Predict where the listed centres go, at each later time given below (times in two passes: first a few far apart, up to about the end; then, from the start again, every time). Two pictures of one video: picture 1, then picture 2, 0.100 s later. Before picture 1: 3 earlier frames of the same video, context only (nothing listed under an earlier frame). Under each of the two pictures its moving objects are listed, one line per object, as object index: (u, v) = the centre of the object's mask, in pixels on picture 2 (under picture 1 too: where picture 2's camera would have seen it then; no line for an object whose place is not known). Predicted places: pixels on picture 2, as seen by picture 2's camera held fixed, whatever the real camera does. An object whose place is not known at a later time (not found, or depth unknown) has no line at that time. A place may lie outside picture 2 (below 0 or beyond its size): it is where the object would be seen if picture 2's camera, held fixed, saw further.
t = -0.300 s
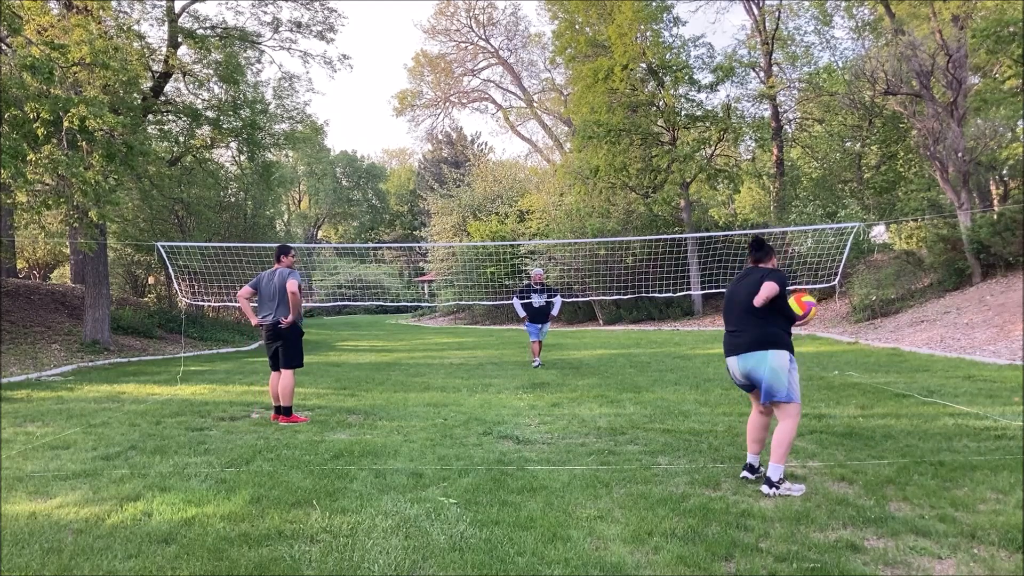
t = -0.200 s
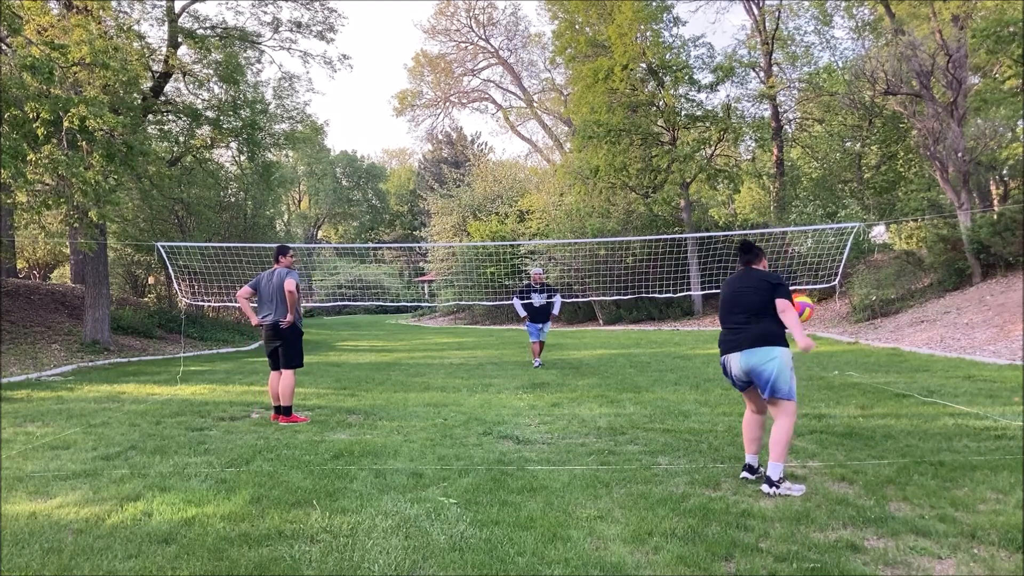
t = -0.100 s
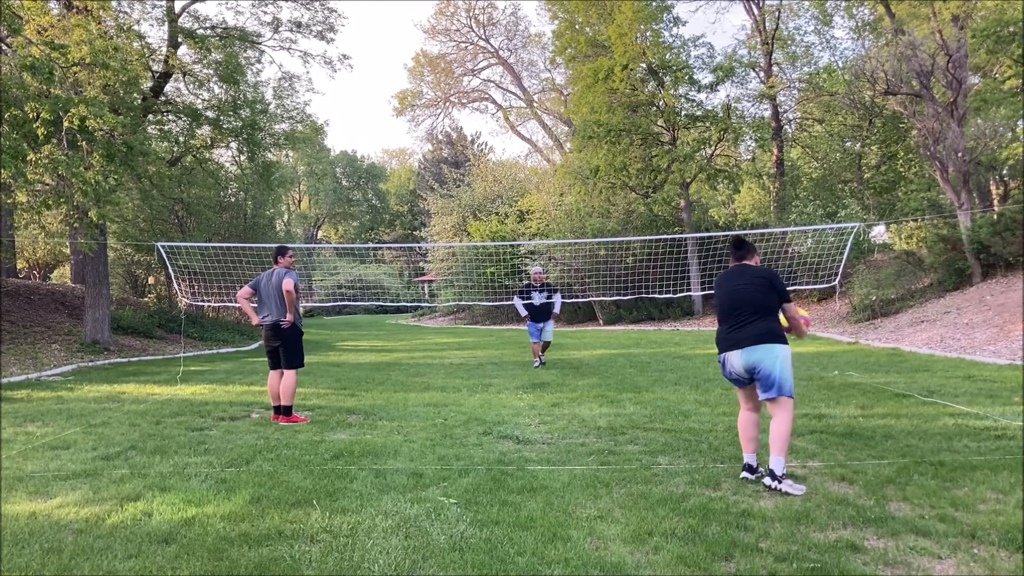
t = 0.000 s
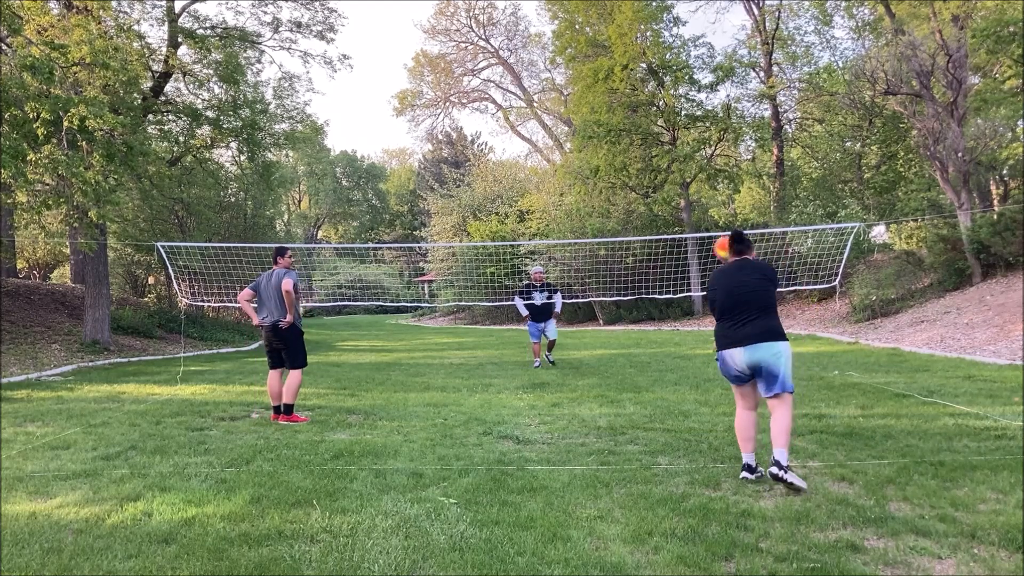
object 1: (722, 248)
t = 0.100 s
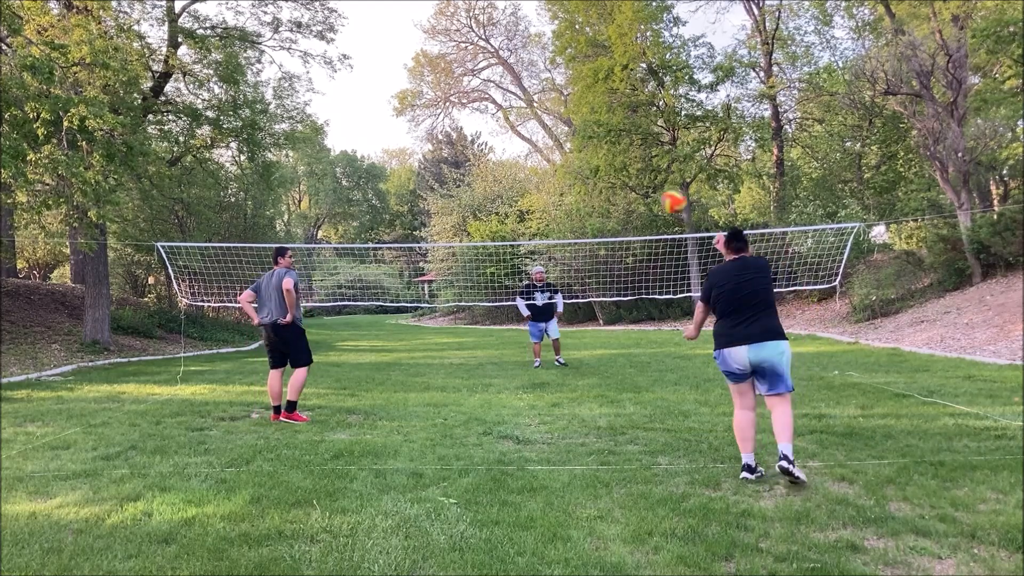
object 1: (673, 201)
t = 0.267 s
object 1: (604, 161)
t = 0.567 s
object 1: (520, 164)
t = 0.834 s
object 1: (474, 212)
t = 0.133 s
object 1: (657, 190)
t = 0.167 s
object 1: (643, 180)
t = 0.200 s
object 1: (630, 172)
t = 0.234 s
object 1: (617, 165)
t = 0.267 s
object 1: (604, 161)
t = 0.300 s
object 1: (592, 157)
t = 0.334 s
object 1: (581, 155)
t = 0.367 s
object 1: (571, 154)
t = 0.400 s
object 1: (561, 154)
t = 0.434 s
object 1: (554, 154)
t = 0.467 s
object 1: (543, 154)
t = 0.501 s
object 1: (535, 157)
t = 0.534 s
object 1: (528, 160)
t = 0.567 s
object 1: (520, 164)
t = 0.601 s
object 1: (514, 169)
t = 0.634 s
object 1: (508, 173)
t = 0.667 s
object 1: (501, 180)
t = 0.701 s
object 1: (497, 185)
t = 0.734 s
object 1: (490, 191)
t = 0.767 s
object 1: (484, 197)
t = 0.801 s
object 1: (479, 204)
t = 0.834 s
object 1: (474, 212)
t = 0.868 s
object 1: (469, 220)
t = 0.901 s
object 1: (464, 229)
